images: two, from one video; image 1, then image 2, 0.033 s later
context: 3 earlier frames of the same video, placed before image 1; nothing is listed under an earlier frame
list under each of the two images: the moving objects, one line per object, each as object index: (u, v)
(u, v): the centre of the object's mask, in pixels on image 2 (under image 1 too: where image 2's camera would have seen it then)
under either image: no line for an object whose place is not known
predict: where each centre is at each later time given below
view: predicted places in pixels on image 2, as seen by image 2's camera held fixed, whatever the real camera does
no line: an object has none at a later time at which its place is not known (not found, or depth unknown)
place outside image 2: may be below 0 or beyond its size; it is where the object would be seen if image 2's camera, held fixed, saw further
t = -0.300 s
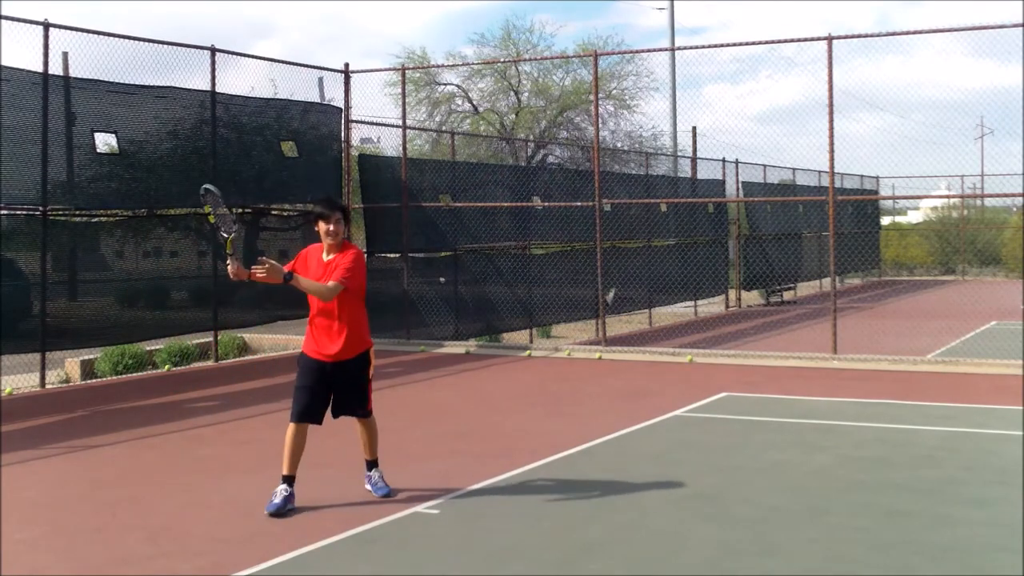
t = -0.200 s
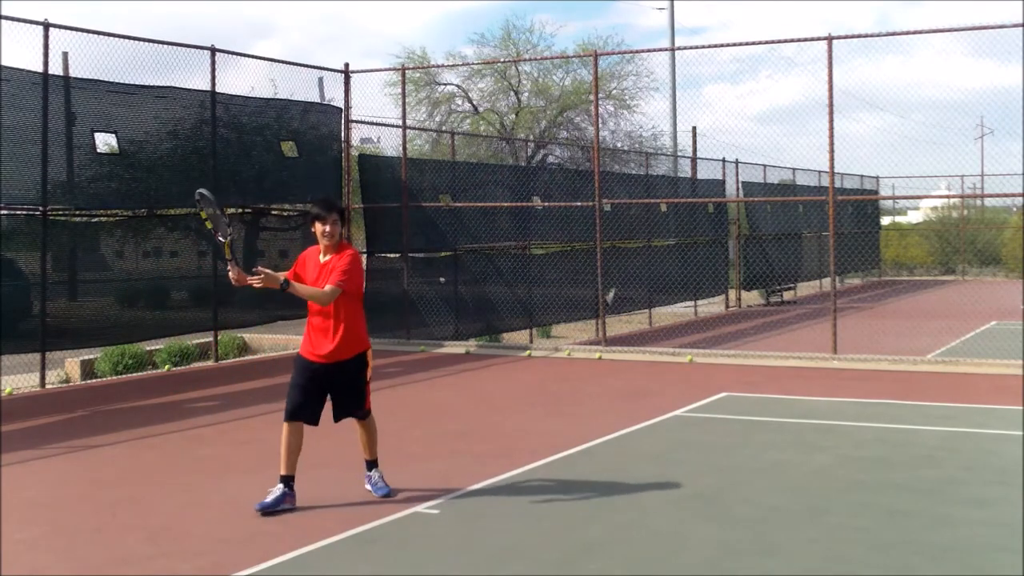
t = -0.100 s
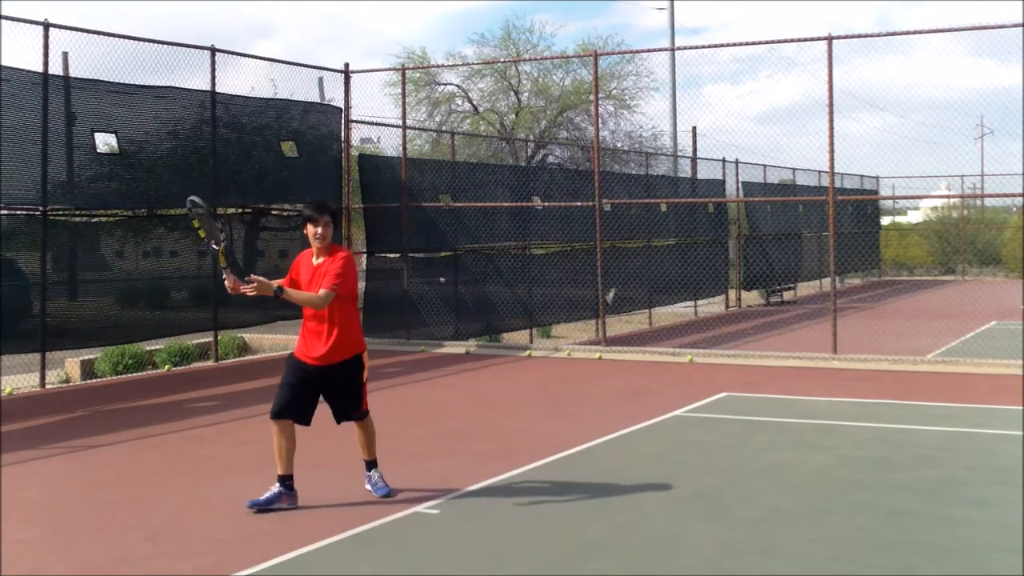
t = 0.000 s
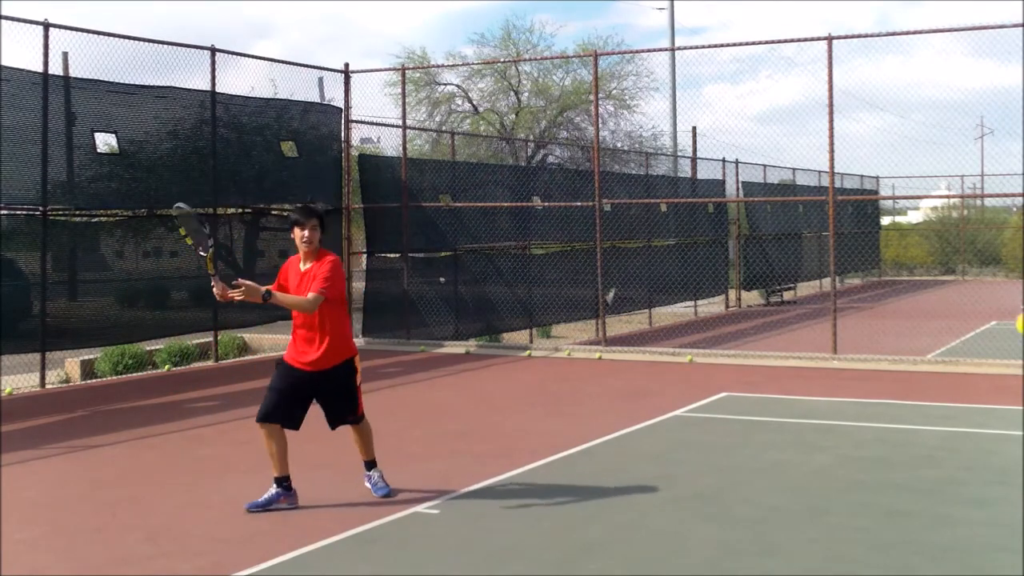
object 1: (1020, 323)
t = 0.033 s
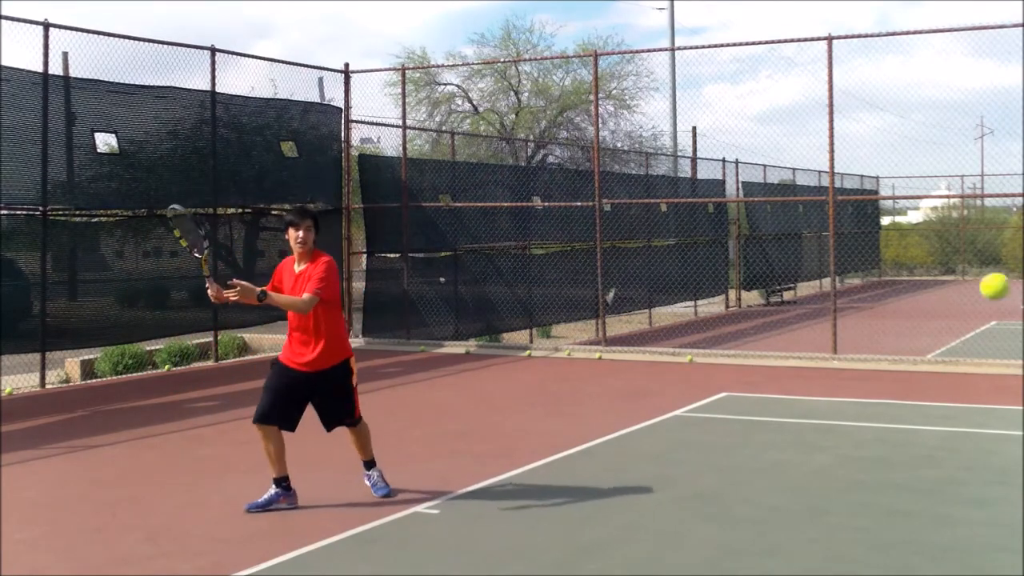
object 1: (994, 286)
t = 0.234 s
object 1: (798, 167)
